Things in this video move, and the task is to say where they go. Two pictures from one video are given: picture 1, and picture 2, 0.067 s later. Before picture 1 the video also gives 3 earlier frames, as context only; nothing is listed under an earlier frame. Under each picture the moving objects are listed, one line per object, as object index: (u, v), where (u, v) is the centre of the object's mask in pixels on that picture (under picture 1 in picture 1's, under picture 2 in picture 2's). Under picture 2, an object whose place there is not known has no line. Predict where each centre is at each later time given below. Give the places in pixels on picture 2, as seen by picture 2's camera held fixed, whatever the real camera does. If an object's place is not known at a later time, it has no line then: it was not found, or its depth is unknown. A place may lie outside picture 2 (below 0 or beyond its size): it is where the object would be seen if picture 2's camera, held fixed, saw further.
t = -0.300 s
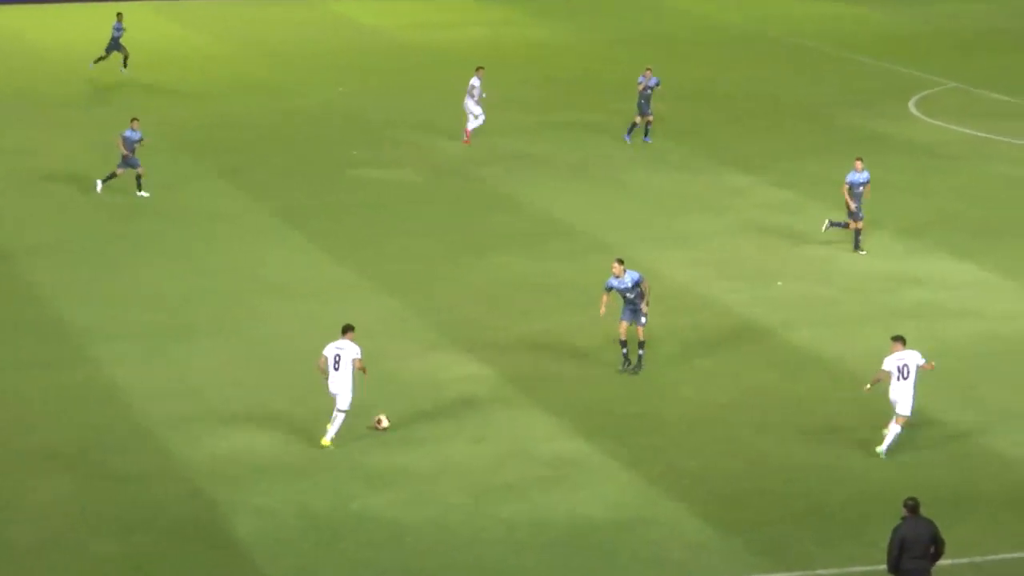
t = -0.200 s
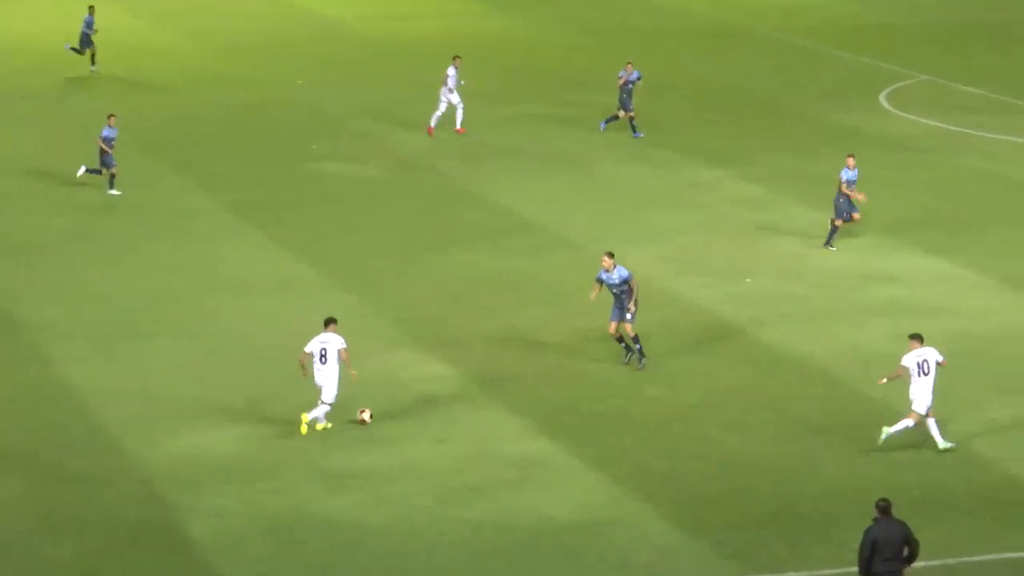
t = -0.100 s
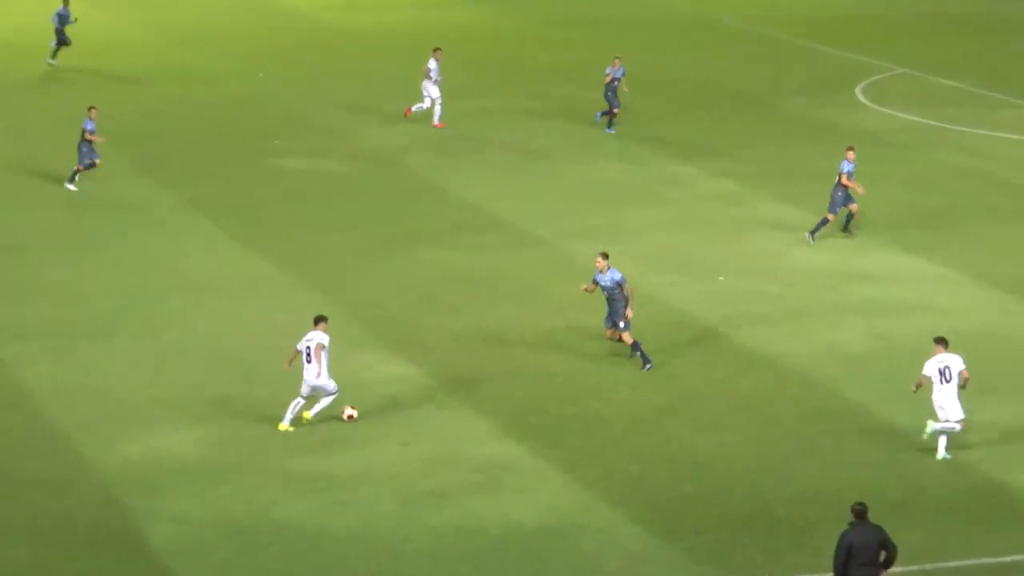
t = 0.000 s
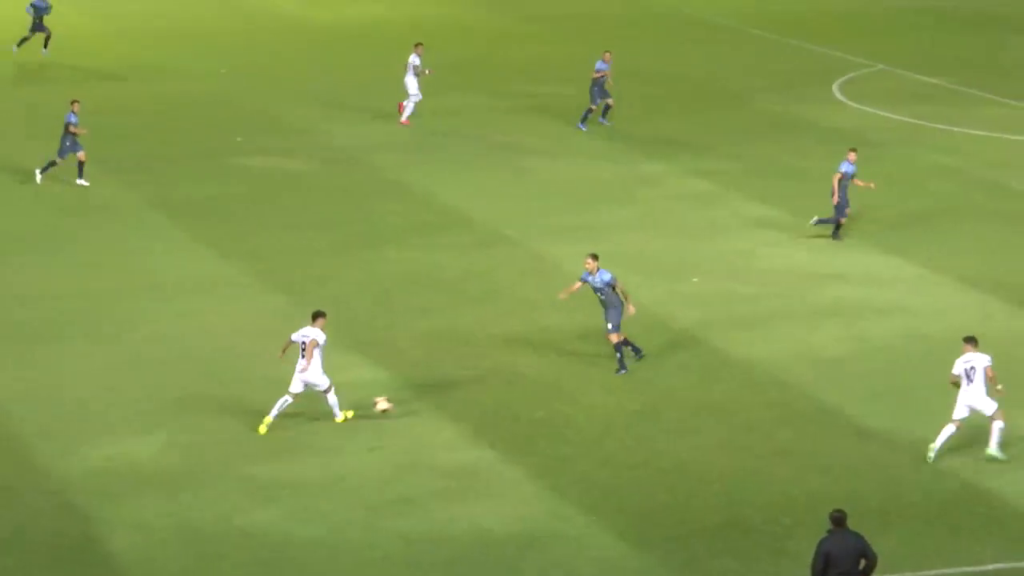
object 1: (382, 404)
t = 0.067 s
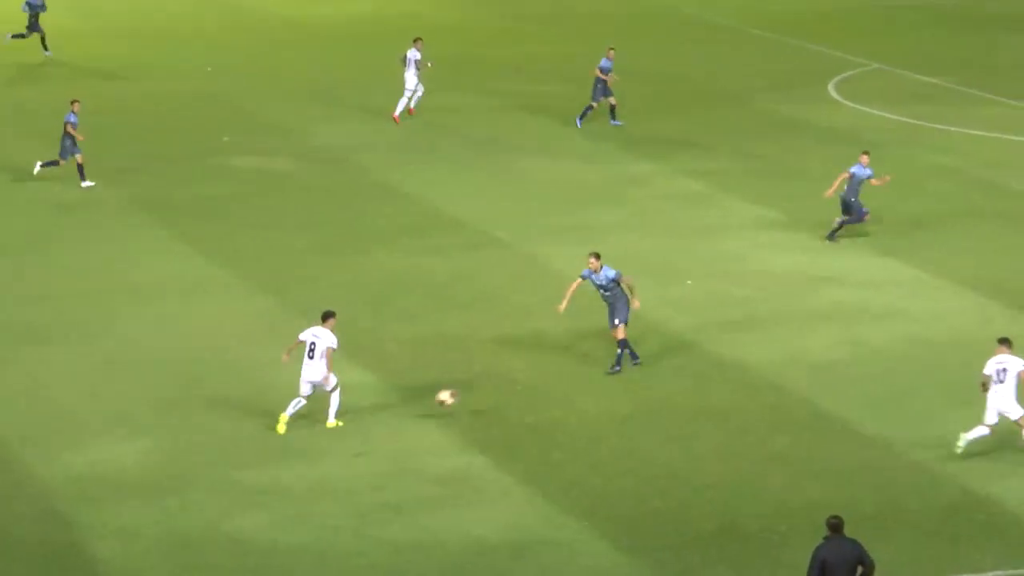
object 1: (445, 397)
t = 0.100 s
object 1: (482, 394)
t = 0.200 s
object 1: (591, 386)
